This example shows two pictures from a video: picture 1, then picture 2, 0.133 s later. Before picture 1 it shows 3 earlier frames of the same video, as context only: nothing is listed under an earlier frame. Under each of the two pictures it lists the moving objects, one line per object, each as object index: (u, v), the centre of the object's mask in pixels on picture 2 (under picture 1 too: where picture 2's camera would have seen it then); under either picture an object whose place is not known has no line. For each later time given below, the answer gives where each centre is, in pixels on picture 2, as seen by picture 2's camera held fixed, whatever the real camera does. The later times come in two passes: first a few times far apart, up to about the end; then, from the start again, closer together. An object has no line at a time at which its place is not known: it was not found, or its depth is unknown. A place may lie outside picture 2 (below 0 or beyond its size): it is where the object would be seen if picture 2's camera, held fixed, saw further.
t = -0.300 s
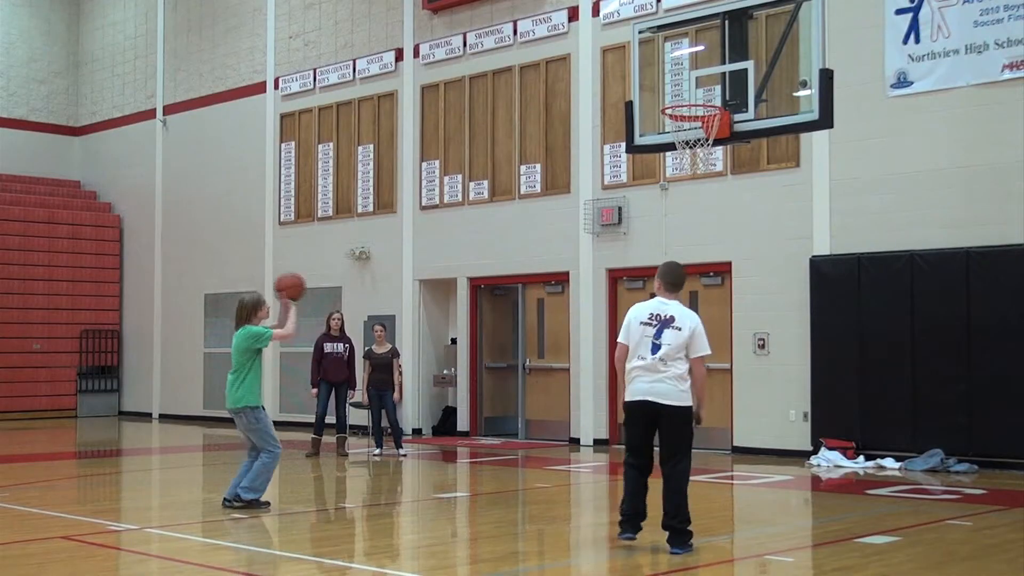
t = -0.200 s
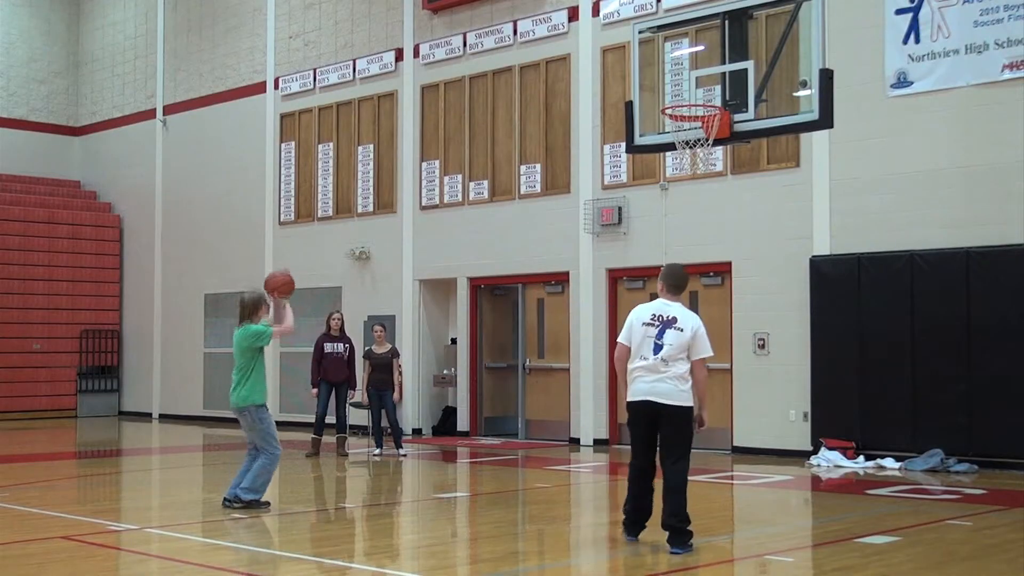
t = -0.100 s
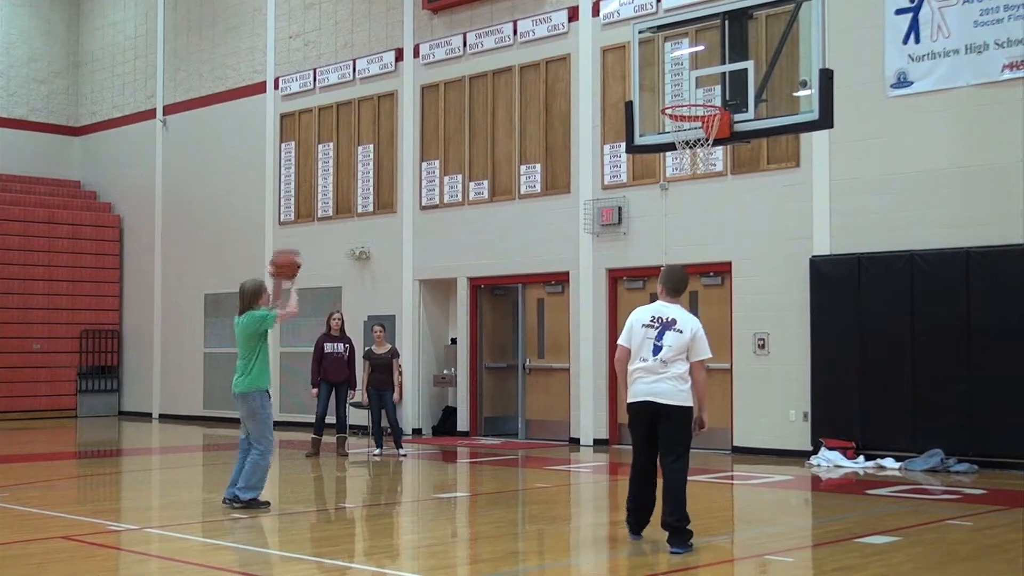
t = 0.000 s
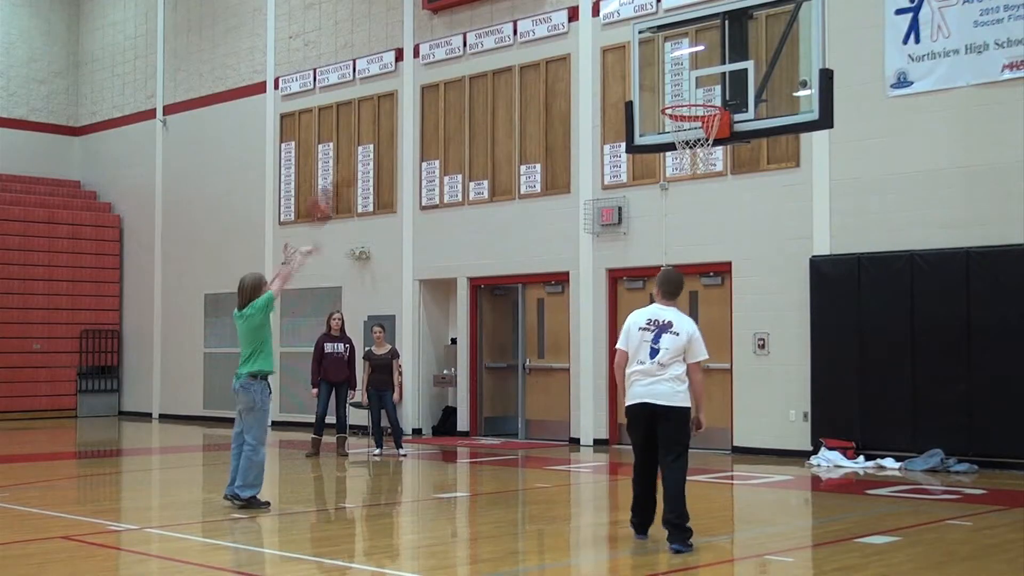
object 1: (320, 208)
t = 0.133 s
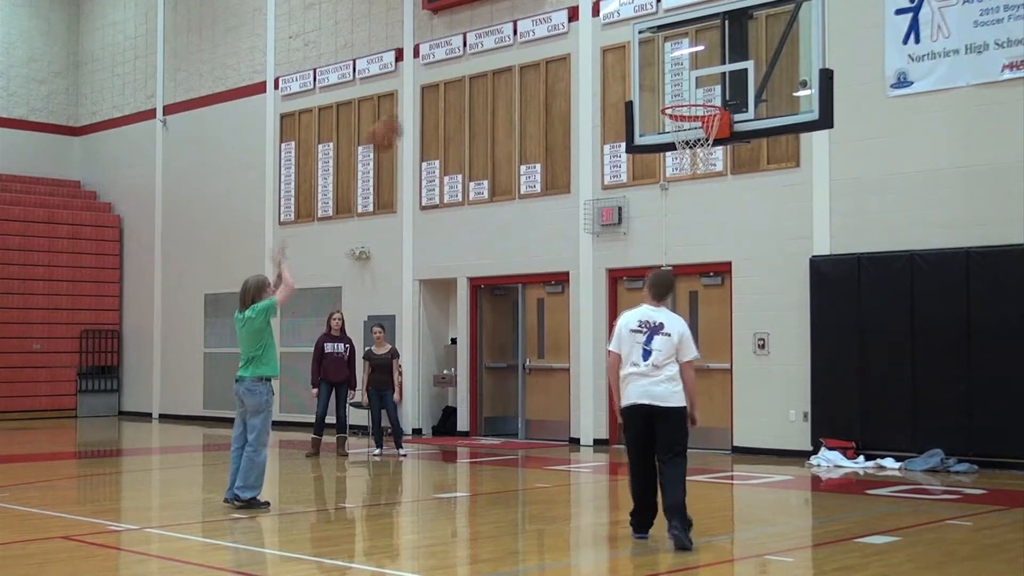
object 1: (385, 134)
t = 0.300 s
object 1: (461, 79)
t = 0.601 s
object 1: (594, 65)
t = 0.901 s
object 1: (684, 77)
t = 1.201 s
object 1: (712, 94)
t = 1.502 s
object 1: (683, 107)
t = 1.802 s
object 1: (685, 154)
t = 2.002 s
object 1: (698, 202)
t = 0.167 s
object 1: (400, 120)
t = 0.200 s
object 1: (415, 108)
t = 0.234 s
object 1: (429, 98)
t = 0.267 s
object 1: (446, 87)
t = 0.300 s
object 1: (461, 79)
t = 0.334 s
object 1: (476, 71)
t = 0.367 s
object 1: (492, 66)
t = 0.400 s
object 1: (506, 61)
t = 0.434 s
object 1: (521, 58)
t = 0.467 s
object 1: (536, 56)
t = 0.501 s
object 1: (552, 57)
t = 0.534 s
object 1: (566, 58)
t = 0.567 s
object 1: (582, 61)
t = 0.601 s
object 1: (594, 65)
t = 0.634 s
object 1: (610, 72)
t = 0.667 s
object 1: (625, 77)
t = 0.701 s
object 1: (641, 86)
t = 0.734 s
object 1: (655, 95)
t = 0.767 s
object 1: (664, 97)
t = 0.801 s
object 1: (668, 89)
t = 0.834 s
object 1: (674, 83)
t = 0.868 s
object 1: (679, 79)
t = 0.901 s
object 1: (684, 77)
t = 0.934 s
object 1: (691, 75)
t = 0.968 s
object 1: (694, 75)
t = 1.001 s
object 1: (699, 76)
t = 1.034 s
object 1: (704, 78)
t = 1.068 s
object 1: (709, 82)
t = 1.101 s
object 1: (713, 86)
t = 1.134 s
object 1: (713, 89)
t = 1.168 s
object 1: (713, 90)
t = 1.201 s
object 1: (712, 94)
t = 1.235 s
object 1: (711, 96)
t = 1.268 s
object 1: (710, 96)
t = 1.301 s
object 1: (706, 96)
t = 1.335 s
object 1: (705, 96)
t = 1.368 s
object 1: (702, 100)
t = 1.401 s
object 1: (699, 101)
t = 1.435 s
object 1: (693, 102)
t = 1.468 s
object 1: (688, 105)
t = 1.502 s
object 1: (683, 107)
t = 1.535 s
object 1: (680, 110)
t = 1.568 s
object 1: (679, 113)
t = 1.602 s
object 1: (679, 117)
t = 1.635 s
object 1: (679, 121)
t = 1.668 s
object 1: (679, 128)
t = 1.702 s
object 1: (679, 135)
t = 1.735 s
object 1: (681, 144)
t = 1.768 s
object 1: (682, 150)
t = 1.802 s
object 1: (685, 154)
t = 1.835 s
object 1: (687, 165)
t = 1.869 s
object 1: (689, 168)
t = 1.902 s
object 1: (690, 171)
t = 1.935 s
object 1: (693, 180)
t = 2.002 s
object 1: (698, 202)
